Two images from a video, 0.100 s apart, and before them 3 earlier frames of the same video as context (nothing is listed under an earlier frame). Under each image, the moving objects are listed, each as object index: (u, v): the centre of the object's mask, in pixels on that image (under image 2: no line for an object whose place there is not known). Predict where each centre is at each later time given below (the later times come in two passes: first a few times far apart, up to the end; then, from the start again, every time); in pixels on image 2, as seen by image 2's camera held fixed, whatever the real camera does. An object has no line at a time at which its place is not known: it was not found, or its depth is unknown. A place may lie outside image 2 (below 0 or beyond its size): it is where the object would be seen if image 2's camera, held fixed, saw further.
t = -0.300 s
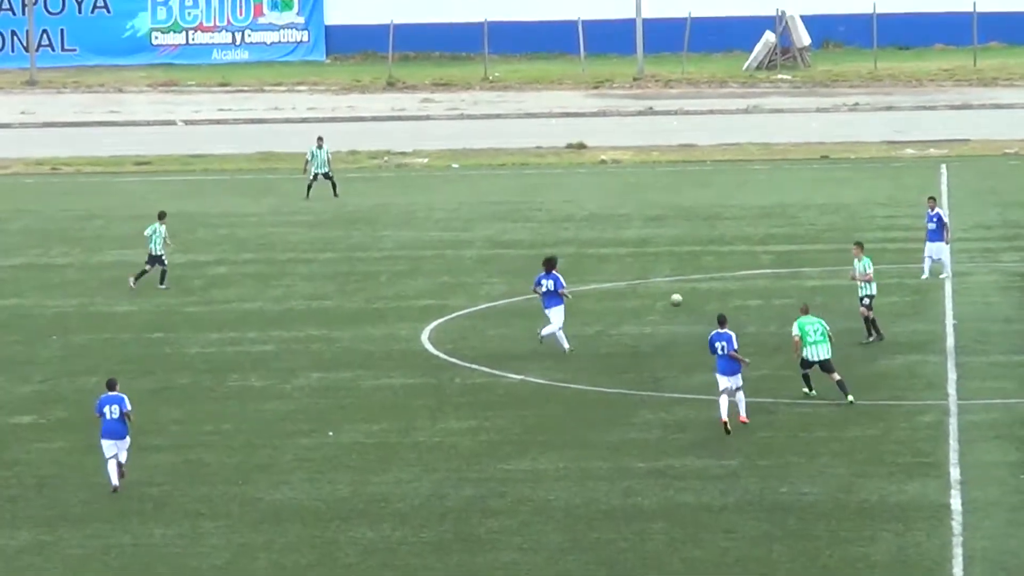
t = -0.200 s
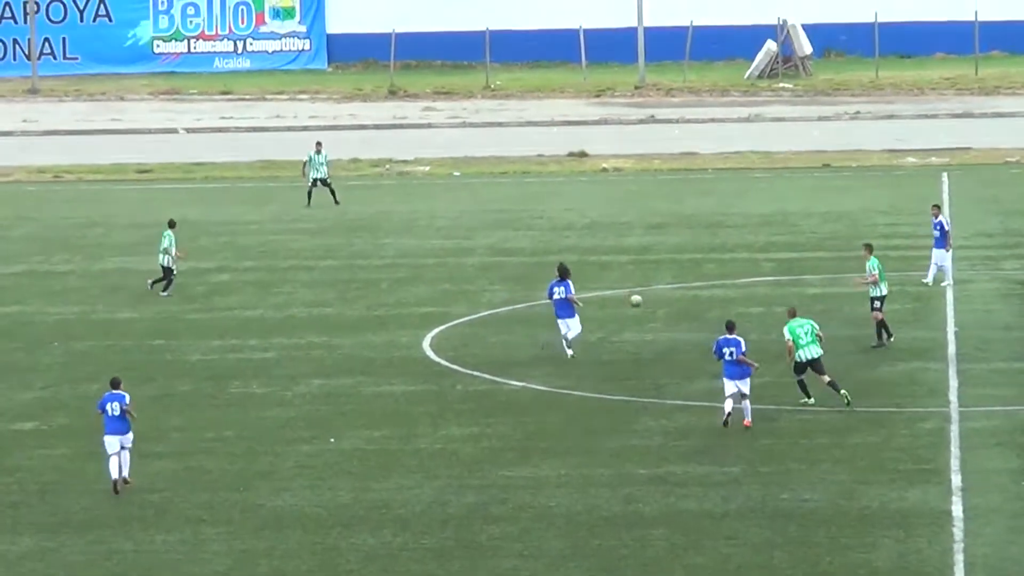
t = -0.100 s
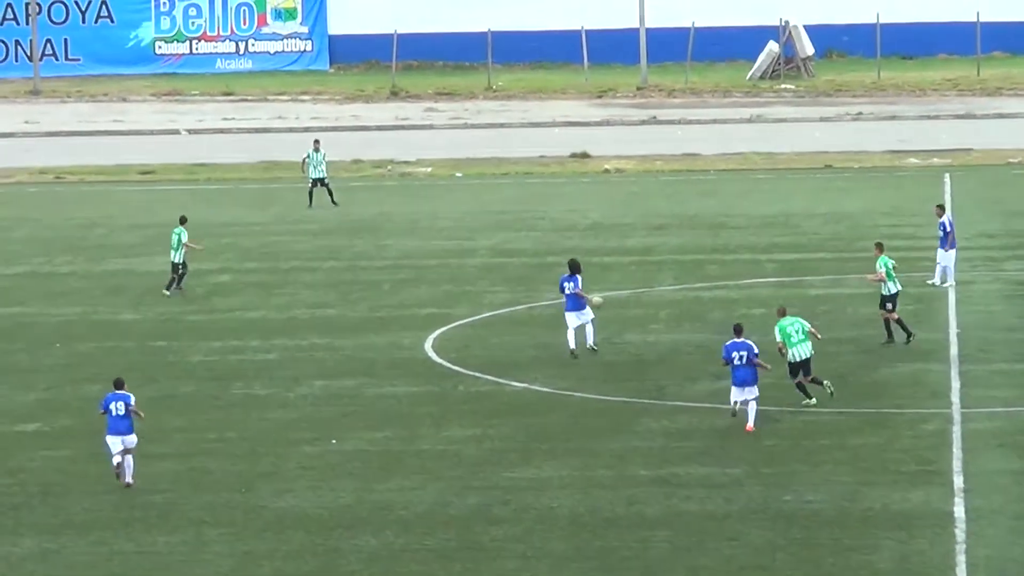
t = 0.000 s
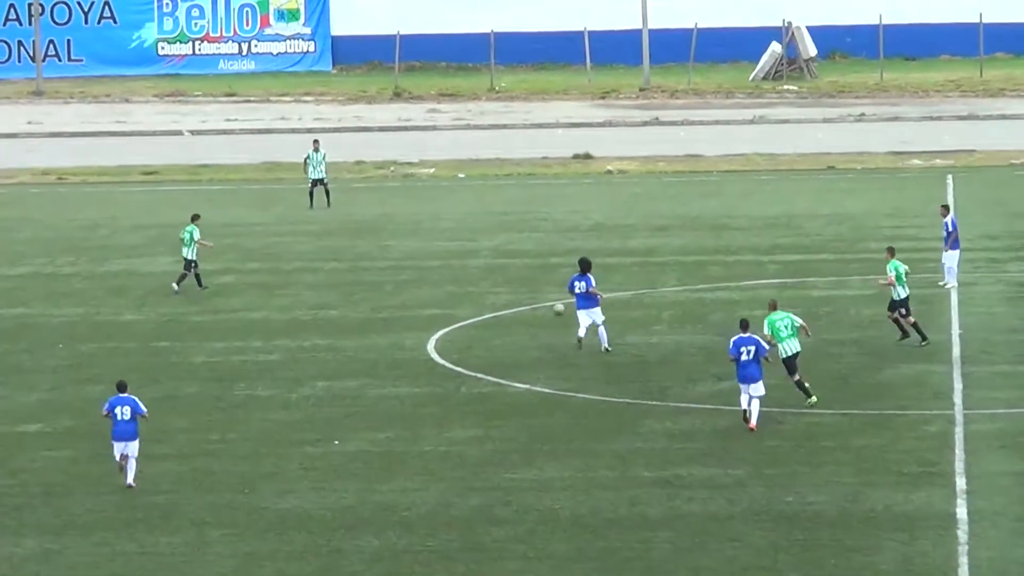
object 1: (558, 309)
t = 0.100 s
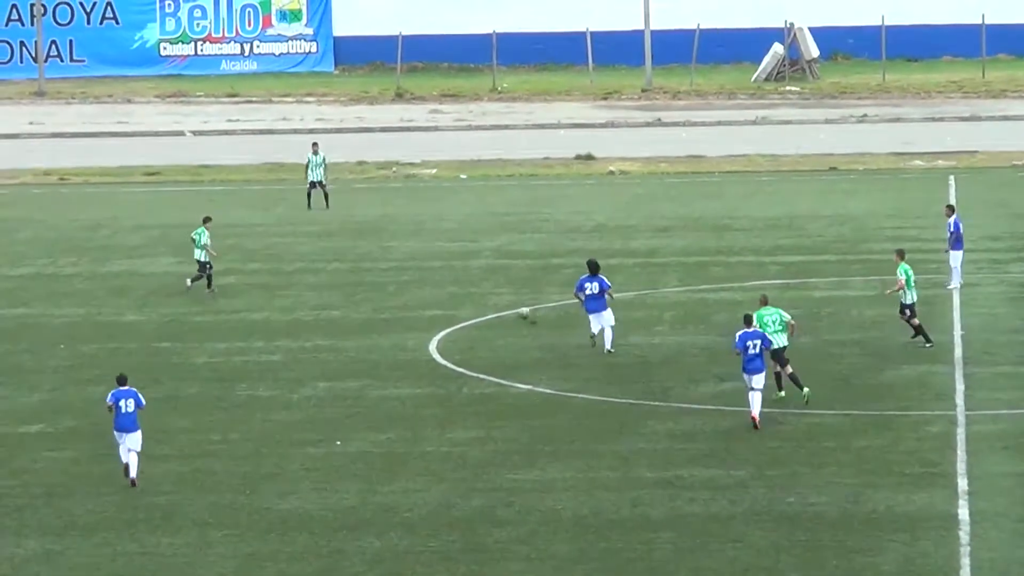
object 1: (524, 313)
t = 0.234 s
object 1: (486, 293)
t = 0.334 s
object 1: (457, 287)
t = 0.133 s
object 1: (514, 307)
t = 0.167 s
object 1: (504, 301)
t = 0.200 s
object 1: (495, 297)
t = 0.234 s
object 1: (486, 293)
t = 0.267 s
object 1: (477, 291)
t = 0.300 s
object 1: (467, 288)
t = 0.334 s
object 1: (457, 287)
